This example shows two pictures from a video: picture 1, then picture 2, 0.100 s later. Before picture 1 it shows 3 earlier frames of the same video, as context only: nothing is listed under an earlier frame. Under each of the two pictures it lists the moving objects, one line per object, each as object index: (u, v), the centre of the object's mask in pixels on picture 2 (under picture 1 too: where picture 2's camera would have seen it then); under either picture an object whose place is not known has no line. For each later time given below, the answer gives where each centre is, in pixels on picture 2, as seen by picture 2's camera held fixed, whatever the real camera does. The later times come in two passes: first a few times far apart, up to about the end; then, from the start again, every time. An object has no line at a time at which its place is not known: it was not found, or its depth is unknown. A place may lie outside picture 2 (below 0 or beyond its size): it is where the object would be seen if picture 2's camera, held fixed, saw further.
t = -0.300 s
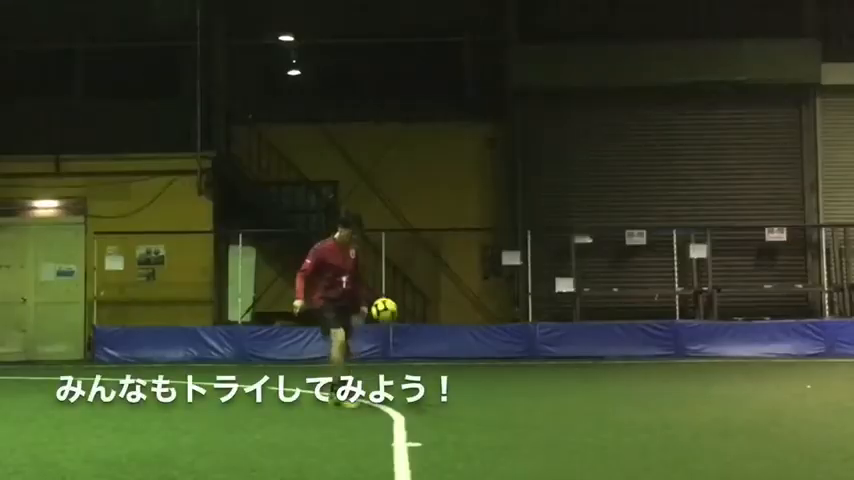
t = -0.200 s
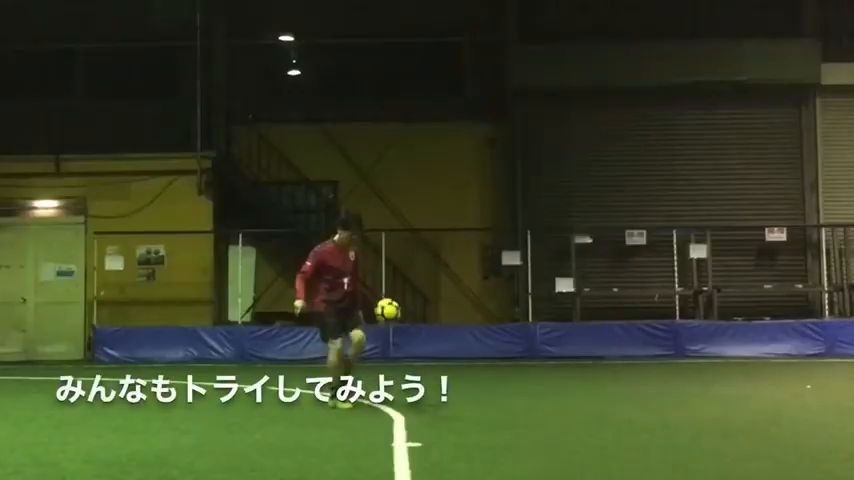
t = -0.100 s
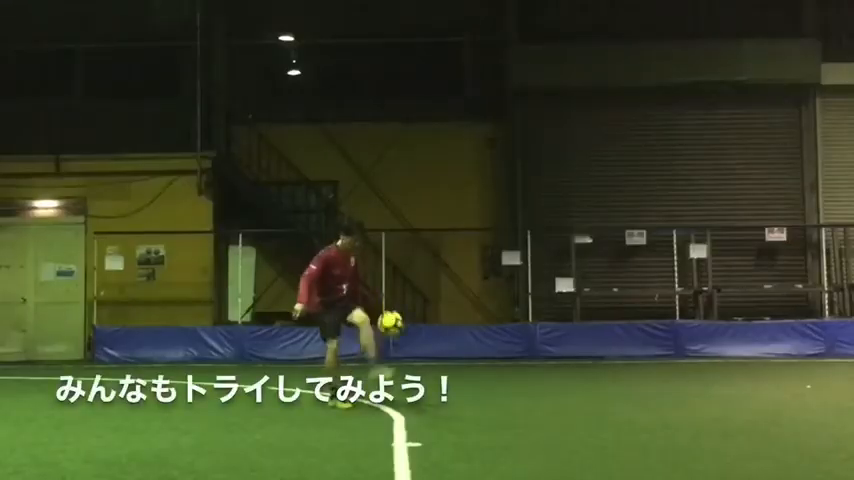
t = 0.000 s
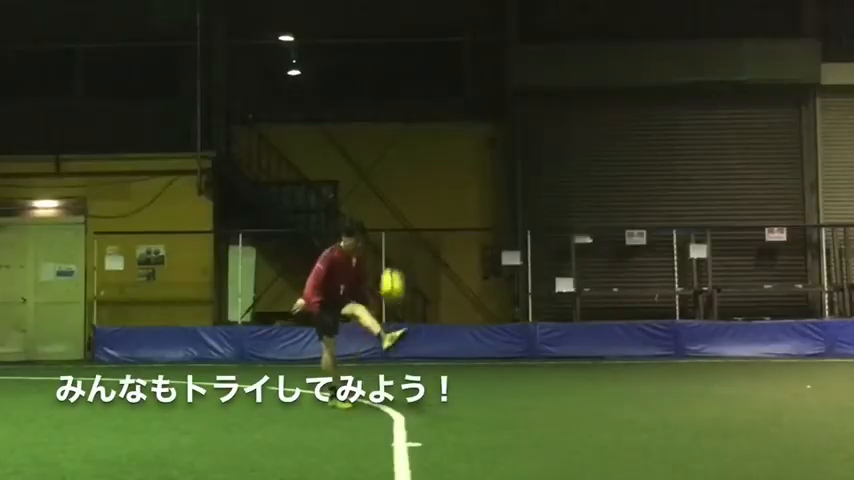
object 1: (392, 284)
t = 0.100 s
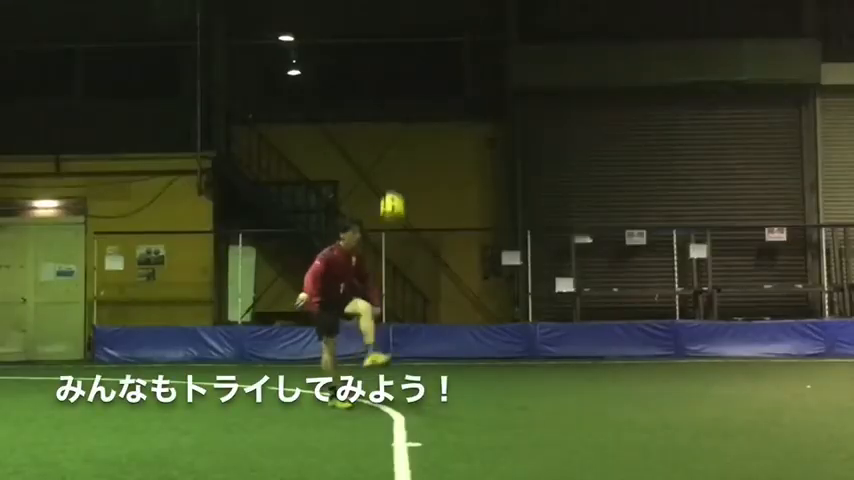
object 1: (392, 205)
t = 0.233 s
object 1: (393, 123)
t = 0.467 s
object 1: (395, 30)
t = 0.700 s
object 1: (399, 7)
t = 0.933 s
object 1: (403, 37)
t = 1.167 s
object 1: (407, 132)
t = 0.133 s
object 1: (392, 180)
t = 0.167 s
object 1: (392, 160)
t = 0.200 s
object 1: (392, 142)
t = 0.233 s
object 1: (393, 123)
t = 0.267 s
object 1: (393, 106)
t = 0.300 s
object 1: (394, 90)
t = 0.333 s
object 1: (394, 76)
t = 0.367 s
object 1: (394, 62)
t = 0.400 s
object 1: (395, 50)
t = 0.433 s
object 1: (395, 40)
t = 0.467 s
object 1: (395, 30)
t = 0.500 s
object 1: (396, 23)
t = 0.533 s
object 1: (397, 16)
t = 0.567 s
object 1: (397, 11)
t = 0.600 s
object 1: (397, 9)
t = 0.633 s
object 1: (398, 8)
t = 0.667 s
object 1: (398, 7)
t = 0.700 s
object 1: (399, 7)
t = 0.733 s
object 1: (399, 8)
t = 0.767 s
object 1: (400, 9)
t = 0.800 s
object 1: (400, 10)
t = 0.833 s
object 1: (401, 15)
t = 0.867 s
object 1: (401, 21)
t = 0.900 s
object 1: (402, 28)
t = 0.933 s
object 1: (403, 37)
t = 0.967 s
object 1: (403, 47)
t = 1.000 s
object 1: (404, 58)
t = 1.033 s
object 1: (404, 70)
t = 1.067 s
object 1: (405, 84)
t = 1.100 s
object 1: (405, 98)
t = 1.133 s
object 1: (406, 114)
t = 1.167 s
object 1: (407, 132)
